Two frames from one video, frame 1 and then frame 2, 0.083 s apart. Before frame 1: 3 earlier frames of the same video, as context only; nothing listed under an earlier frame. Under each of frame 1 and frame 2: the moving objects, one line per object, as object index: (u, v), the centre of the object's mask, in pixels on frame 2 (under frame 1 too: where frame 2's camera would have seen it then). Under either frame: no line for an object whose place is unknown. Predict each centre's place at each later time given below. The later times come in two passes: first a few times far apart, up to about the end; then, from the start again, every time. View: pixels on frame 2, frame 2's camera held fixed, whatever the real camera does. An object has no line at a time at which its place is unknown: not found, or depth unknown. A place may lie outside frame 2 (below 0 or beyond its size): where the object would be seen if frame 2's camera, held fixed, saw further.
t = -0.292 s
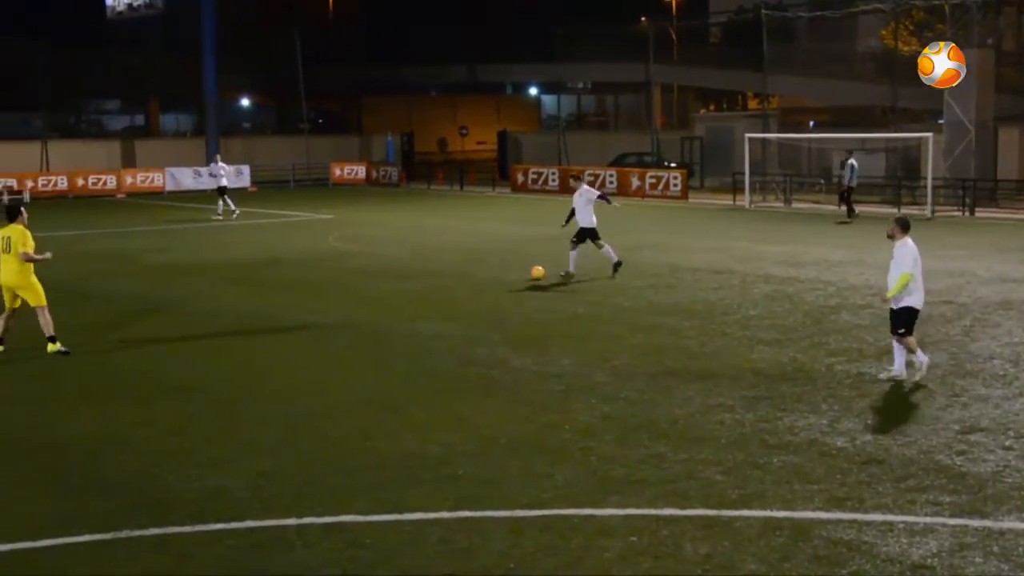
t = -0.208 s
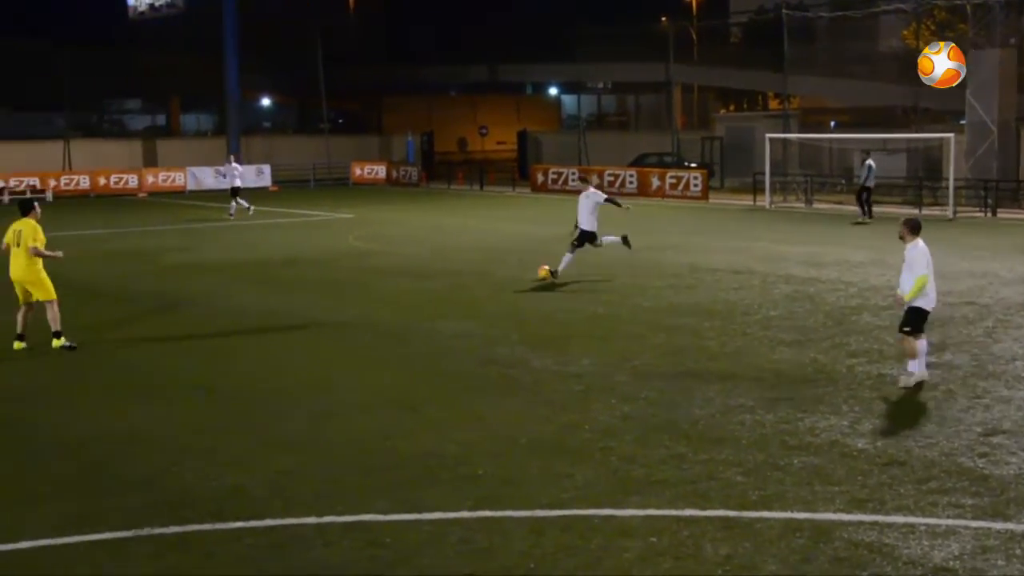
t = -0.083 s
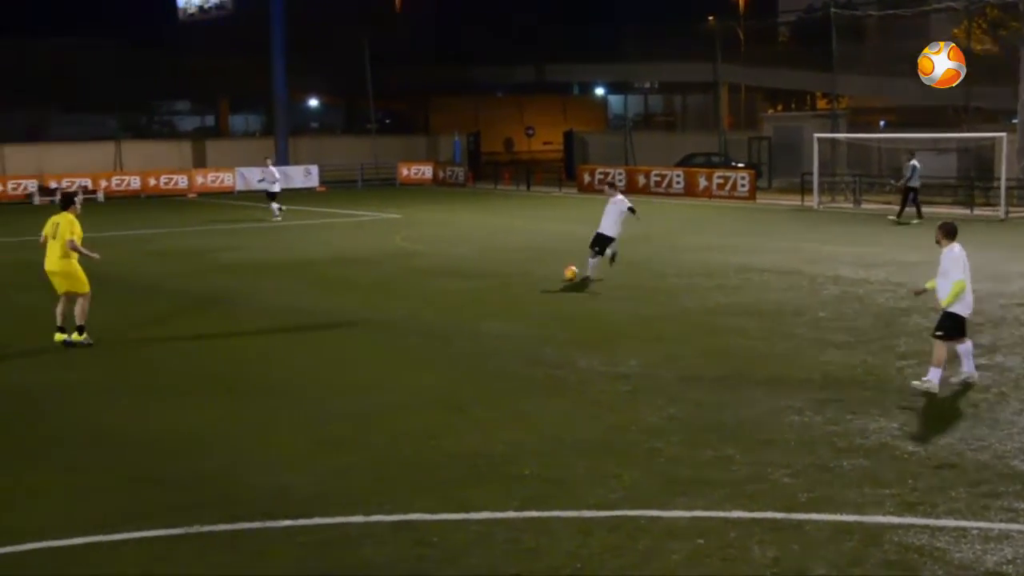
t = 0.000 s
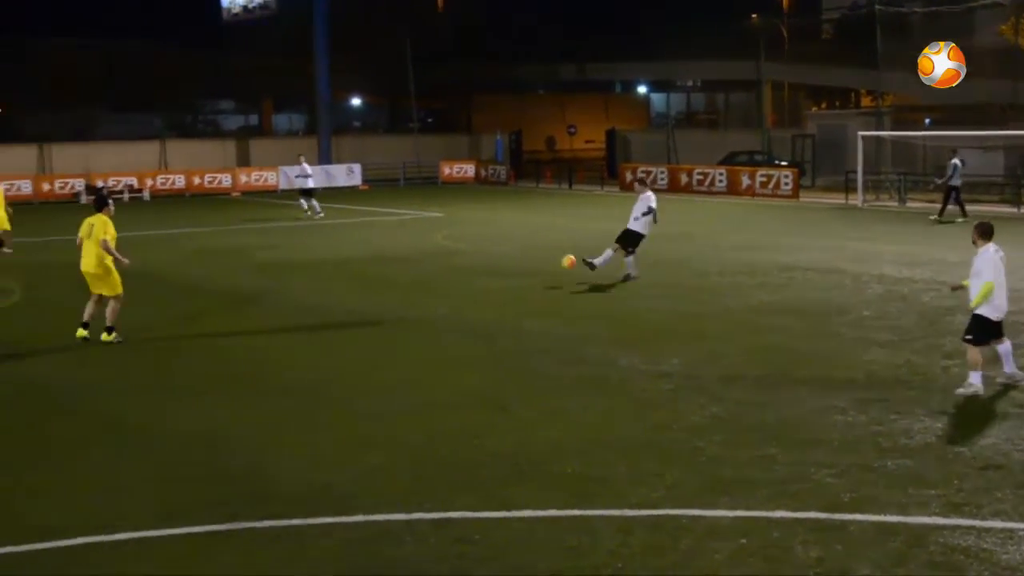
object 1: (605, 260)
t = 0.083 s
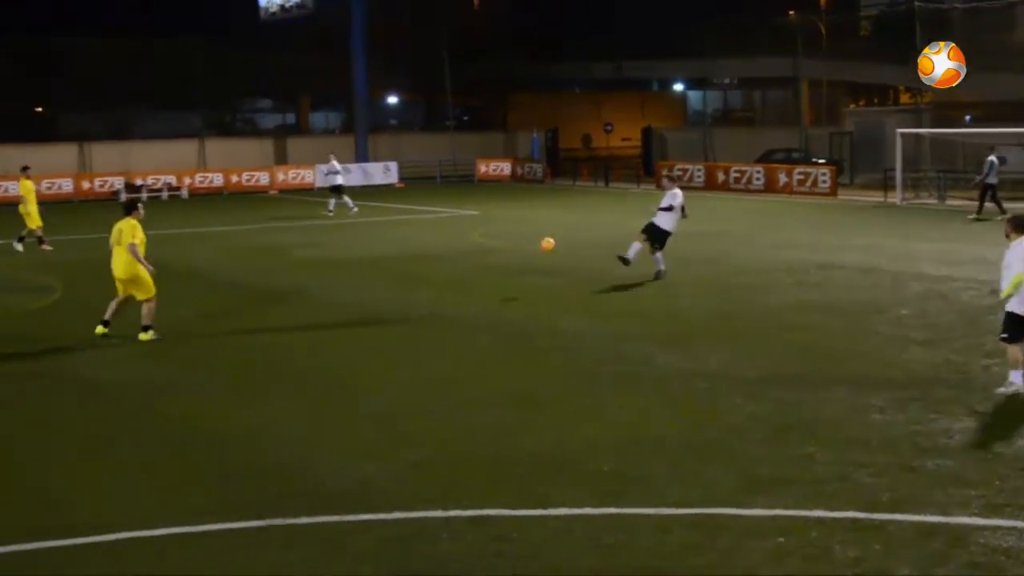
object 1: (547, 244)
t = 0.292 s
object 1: (392, 217)
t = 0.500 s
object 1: (196, 212)
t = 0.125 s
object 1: (518, 238)
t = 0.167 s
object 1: (488, 232)
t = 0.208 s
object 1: (456, 226)
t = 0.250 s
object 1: (425, 222)
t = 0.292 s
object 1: (392, 217)
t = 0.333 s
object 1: (358, 215)
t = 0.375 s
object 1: (324, 212)
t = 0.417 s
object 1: (288, 211)
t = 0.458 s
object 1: (232, 211)
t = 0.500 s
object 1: (196, 212)
